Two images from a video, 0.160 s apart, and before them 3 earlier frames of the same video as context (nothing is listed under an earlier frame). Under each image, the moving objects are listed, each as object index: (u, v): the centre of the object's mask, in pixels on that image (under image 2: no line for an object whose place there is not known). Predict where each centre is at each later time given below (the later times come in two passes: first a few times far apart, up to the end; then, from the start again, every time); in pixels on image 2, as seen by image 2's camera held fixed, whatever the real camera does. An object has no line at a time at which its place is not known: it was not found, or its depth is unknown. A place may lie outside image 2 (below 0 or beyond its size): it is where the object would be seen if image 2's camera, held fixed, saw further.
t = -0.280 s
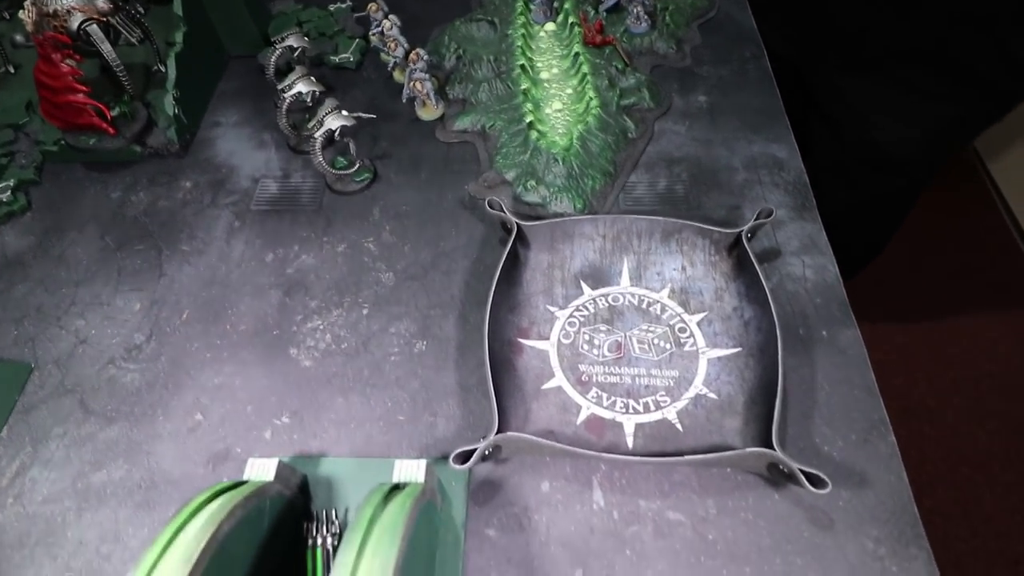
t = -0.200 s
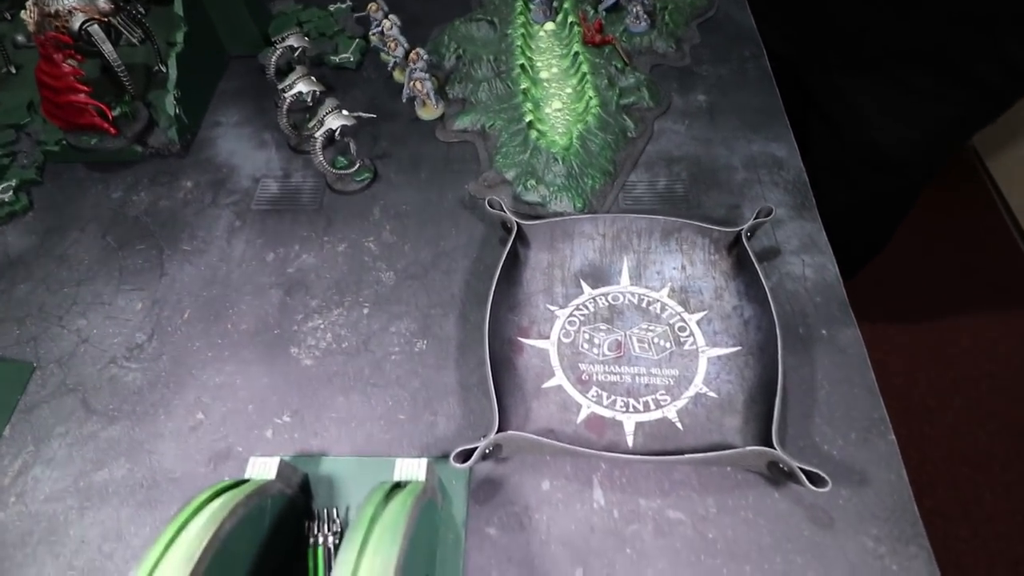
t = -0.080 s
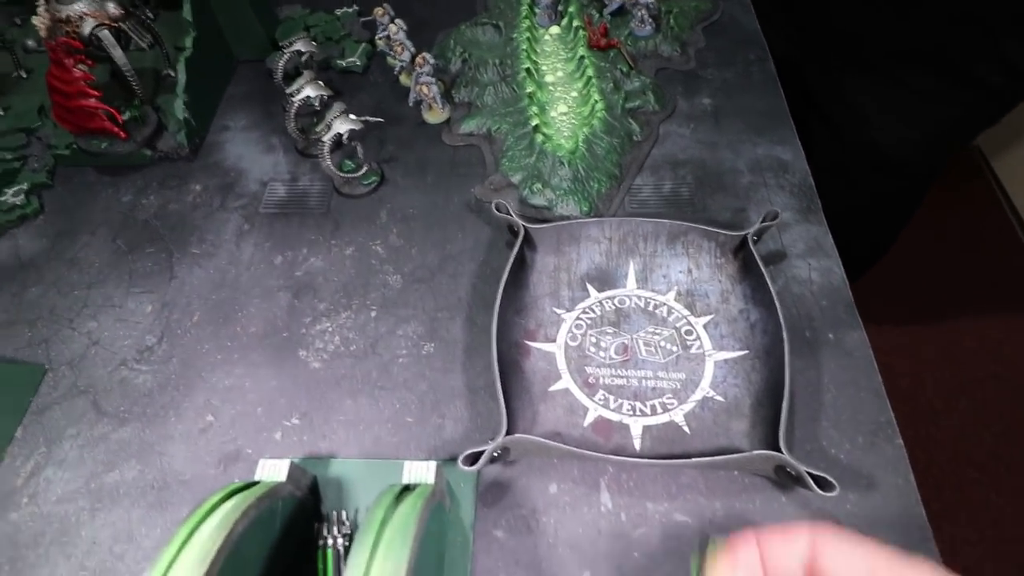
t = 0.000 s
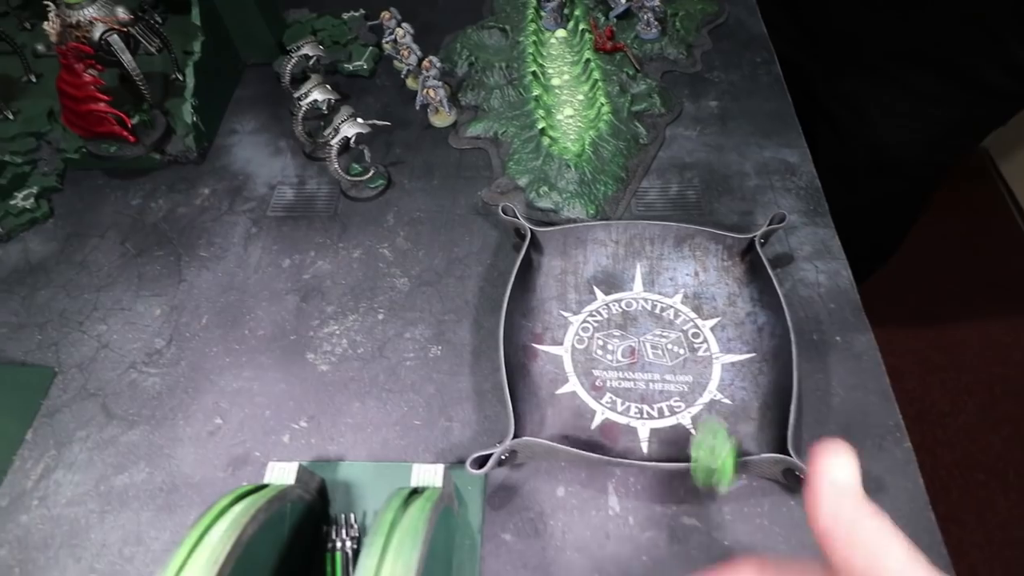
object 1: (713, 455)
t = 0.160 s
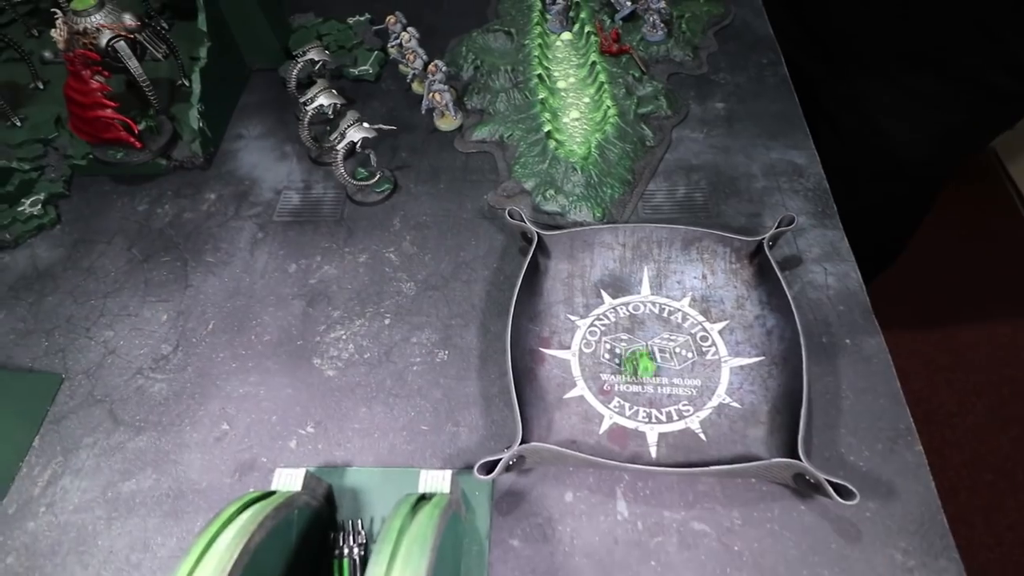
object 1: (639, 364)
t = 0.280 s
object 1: (600, 261)
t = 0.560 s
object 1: (579, 310)
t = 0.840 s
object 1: (579, 310)
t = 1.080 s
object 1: (579, 310)
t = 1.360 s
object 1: (579, 310)
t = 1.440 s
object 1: (579, 310)
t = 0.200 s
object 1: (628, 324)
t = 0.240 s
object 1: (611, 286)
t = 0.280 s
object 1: (600, 261)
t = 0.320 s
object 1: (588, 248)
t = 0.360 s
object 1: (578, 258)
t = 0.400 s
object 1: (570, 278)
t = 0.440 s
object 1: (568, 290)
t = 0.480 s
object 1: (573, 301)
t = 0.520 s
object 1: (577, 308)
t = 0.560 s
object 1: (579, 310)
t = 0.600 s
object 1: (579, 310)
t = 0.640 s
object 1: (579, 310)
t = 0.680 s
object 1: (579, 310)
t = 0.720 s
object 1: (579, 310)
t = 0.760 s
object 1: (579, 310)
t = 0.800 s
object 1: (579, 310)
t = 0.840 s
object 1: (579, 310)
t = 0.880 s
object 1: (579, 310)
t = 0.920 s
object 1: (579, 310)
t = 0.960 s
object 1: (579, 310)
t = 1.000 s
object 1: (579, 310)
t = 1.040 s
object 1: (579, 310)
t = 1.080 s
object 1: (579, 310)
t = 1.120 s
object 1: (579, 310)
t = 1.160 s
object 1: (579, 310)
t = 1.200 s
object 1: (579, 310)
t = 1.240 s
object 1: (579, 309)
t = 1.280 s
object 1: (579, 310)
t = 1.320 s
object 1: (579, 310)
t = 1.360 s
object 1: (579, 310)
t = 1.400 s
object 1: (579, 310)
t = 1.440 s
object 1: (579, 310)
